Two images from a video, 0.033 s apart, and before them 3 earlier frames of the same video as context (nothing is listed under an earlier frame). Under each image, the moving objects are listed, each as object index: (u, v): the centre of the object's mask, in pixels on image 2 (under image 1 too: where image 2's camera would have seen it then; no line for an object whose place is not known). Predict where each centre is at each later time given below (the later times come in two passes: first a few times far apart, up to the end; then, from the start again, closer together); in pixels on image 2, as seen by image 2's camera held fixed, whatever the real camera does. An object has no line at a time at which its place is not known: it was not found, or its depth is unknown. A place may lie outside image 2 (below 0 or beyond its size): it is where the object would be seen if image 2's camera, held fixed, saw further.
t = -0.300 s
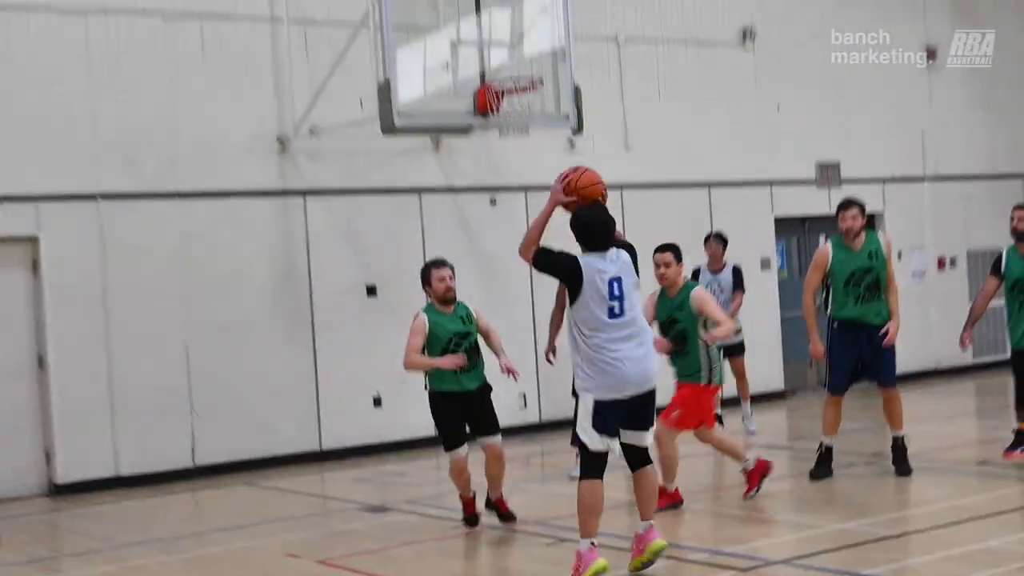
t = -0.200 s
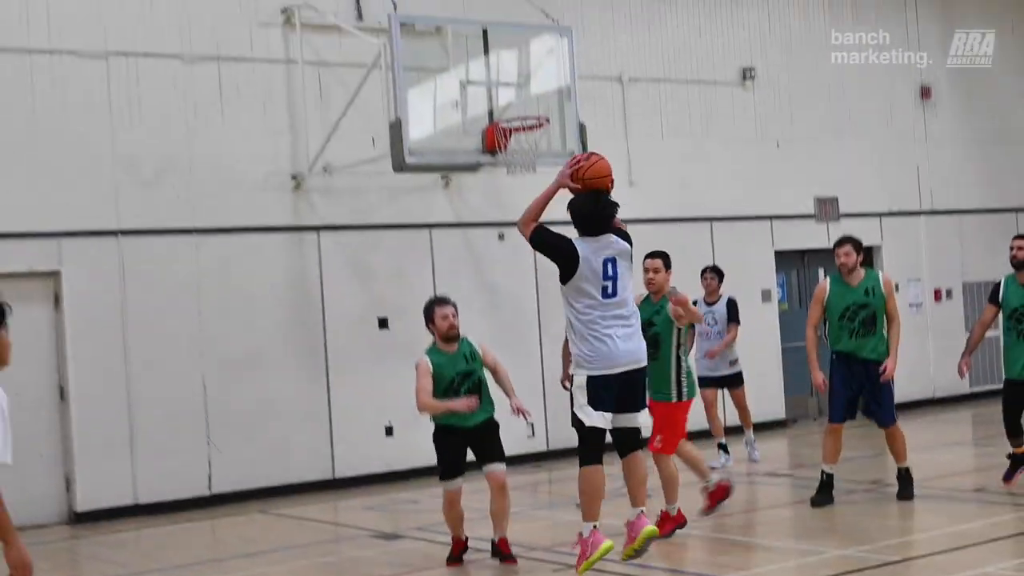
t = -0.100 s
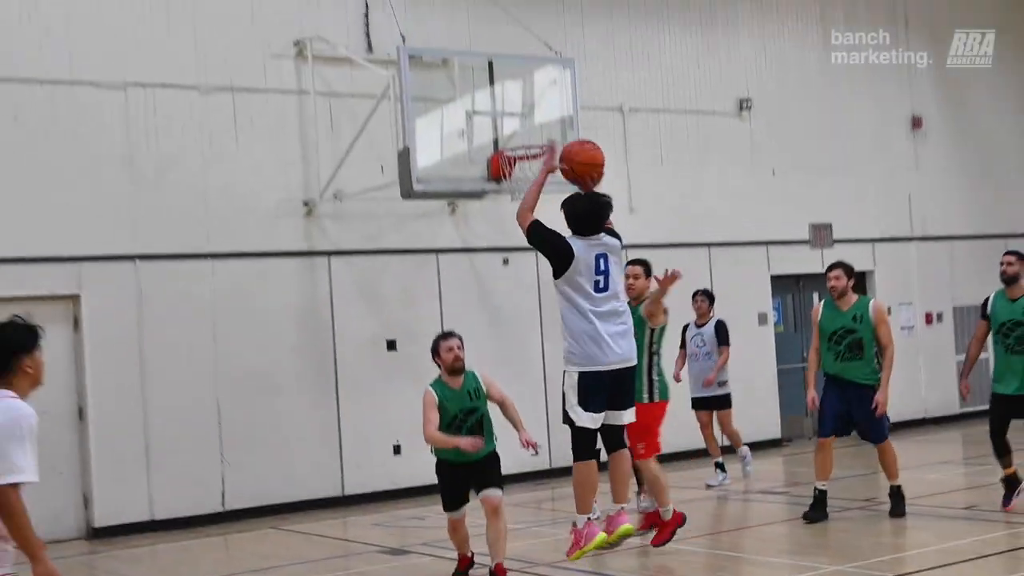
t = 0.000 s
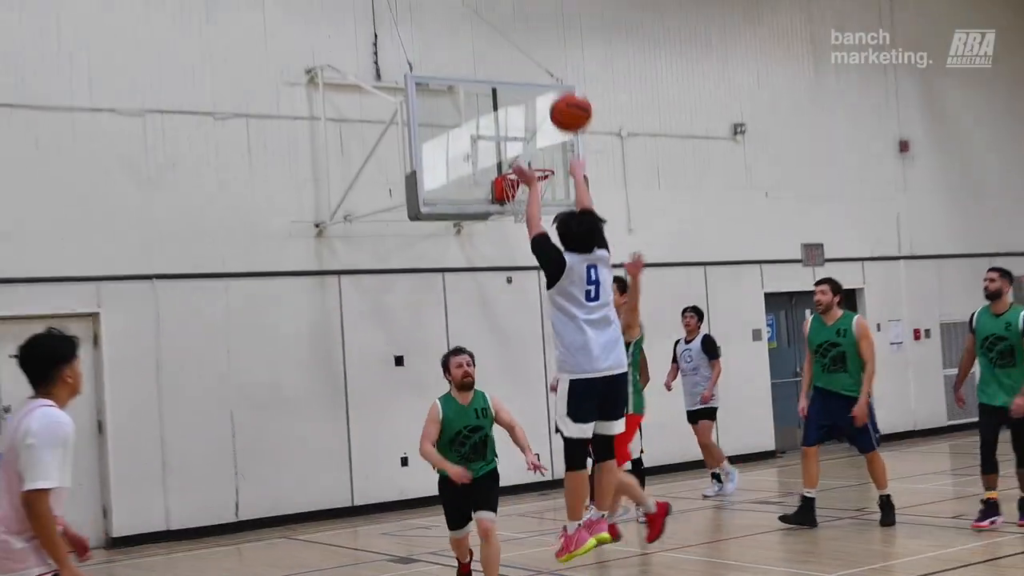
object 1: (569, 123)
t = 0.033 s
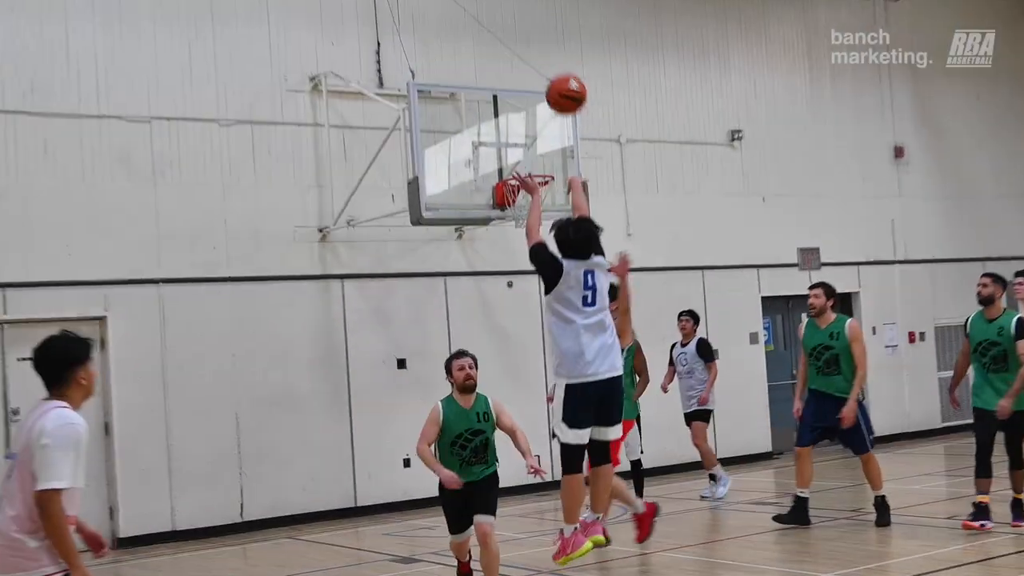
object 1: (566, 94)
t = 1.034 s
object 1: (531, 178)
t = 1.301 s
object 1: (519, 195)
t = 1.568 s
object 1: (533, 233)
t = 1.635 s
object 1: (536, 248)
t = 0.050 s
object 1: (564, 80)
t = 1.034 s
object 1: (531, 178)
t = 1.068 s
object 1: (528, 190)
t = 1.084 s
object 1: (524, 196)
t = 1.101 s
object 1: (522, 202)
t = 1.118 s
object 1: (518, 206)
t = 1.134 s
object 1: (517, 208)
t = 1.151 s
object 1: (517, 207)
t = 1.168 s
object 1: (517, 205)
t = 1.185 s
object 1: (516, 202)
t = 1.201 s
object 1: (517, 199)
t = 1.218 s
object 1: (516, 201)
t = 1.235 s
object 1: (518, 197)
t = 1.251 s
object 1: (518, 196)
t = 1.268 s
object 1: (521, 197)
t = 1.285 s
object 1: (523, 196)
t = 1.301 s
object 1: (519, 195)
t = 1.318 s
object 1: (519, 196)
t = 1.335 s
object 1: (520, 197)
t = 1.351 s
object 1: (522, 198)
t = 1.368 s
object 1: (523, 202)
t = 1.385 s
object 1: (522, 201)
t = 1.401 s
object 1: (523, 205)
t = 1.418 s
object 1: (524, 208)
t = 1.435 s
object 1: (525, 210)
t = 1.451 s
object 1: (526, 211)
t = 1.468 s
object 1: (527, 213)
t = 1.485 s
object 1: (527, 216)
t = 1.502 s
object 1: (528, 219)
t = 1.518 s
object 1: (529, 221)
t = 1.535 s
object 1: (530, 224)
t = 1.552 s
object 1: (532, 228)
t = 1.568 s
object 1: (533, 233)
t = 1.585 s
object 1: (534, 236)
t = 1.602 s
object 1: (535, 239)
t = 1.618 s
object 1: (535, 243)
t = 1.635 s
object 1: (536, 248)
